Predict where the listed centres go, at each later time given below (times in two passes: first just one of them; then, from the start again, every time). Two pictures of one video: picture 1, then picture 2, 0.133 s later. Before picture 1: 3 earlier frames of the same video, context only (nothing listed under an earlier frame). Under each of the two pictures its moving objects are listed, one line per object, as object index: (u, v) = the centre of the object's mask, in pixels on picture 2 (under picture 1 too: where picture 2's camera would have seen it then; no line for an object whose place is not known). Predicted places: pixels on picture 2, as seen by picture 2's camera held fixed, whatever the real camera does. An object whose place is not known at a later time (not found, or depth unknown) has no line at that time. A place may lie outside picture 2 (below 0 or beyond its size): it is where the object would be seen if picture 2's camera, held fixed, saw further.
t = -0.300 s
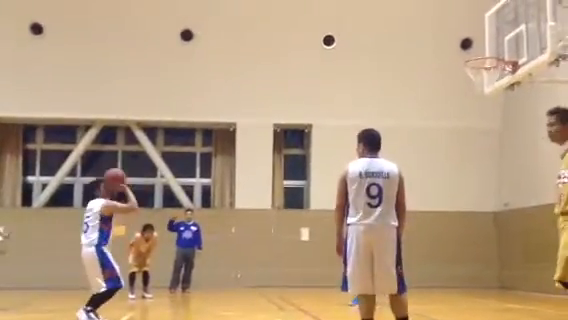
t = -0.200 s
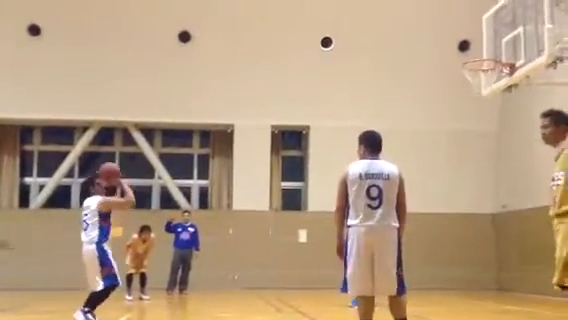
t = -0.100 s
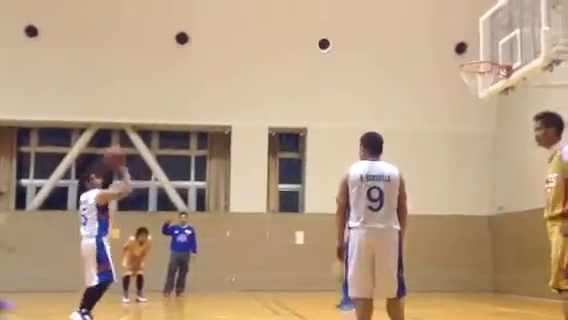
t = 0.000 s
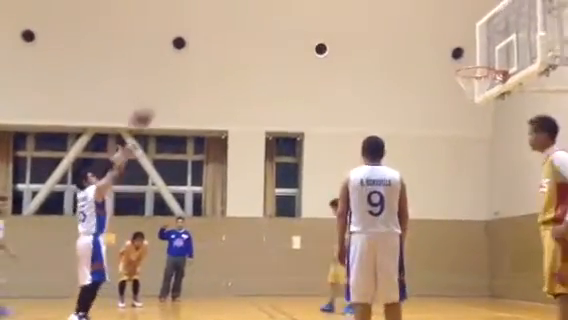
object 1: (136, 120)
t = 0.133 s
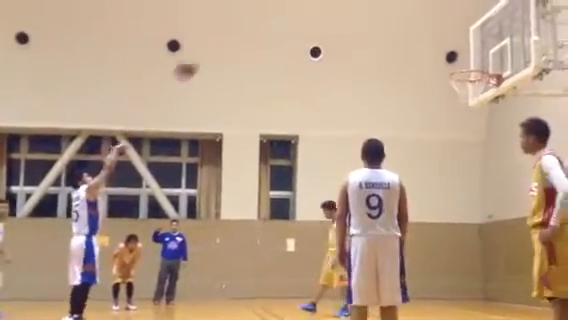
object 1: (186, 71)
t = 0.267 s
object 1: (235, 32)
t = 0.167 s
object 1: (200, 58)
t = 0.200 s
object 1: (211, 49)
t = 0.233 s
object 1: (223, 40)
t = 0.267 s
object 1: (235, 32)
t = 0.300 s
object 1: (247, 25)
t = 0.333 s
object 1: (259, 18)
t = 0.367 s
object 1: (271, 12)
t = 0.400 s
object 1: (284, 8)
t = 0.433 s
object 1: (296, 4)
